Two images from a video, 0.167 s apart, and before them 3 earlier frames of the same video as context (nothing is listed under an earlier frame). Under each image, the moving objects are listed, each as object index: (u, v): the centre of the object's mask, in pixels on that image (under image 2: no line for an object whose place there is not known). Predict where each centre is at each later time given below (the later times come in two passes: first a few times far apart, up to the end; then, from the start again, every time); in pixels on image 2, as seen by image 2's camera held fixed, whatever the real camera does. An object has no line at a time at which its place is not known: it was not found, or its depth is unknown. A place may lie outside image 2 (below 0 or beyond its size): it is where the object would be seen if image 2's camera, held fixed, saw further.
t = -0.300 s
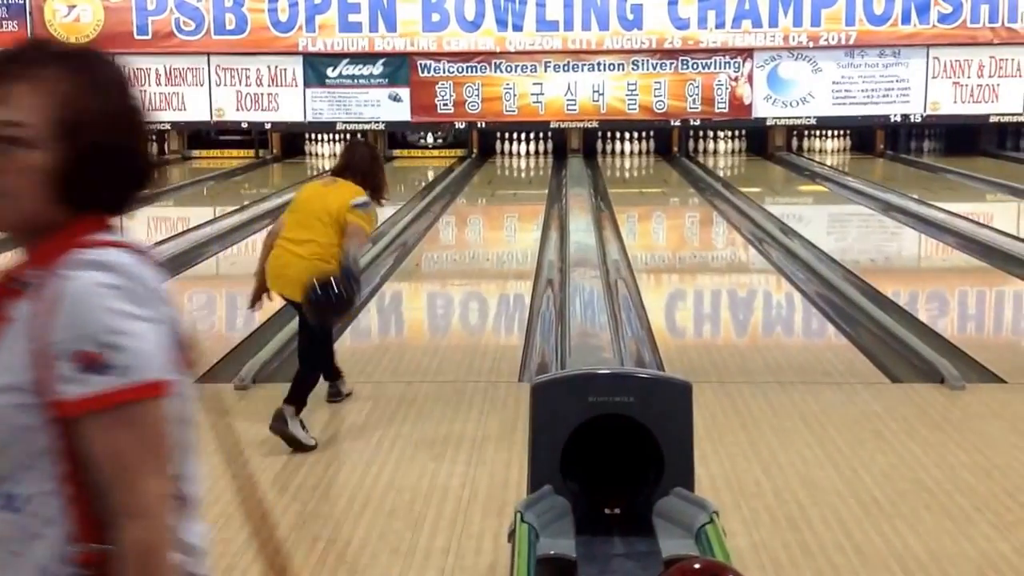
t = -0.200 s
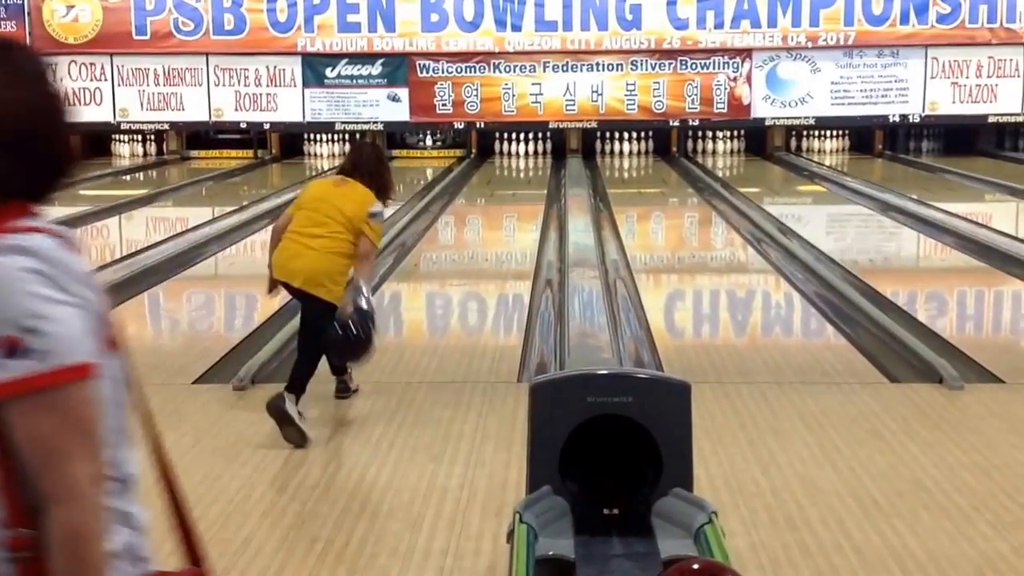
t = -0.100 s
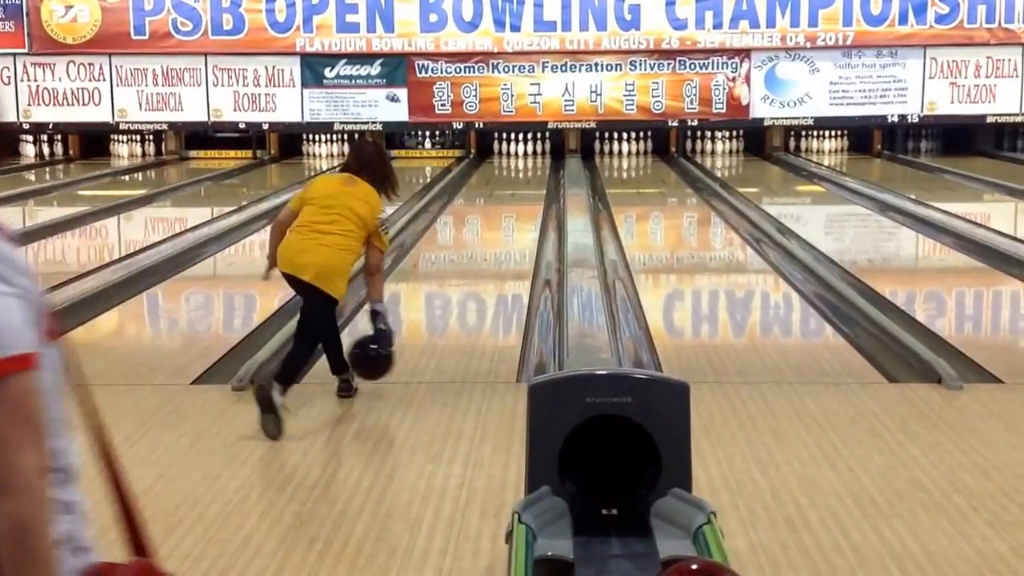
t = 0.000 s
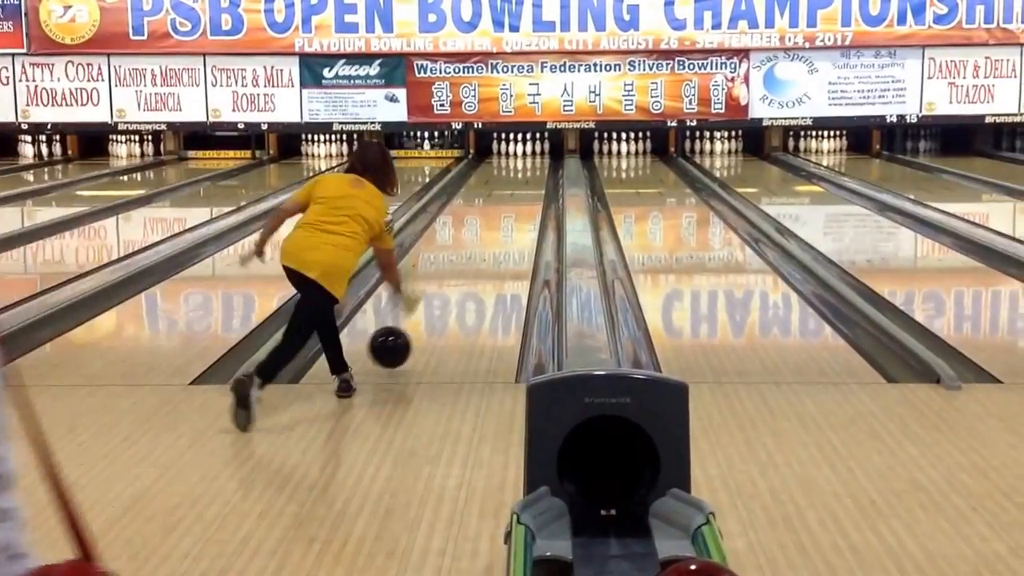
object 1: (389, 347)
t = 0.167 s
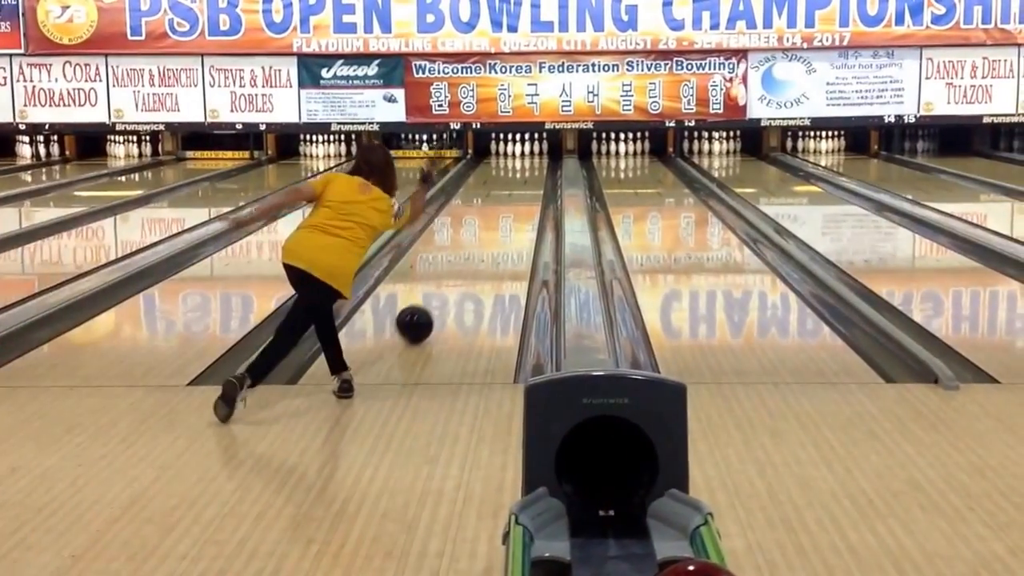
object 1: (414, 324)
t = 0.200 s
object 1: (419, 318)
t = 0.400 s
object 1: (442, 290)
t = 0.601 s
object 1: (460, 267)
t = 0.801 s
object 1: (474, 250)
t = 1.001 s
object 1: (486, 234)
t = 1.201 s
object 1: (496, 221)
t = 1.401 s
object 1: (504, 210)
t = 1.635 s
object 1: (512, 199)
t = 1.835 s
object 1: (517, 192)
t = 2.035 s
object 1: (521, 185)
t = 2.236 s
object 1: (524, 178)
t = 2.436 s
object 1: (526, 173)
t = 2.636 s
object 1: (526, 169)
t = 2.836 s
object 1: (526, 165)
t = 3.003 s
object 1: (524, 162)
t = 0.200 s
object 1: (419, 318)
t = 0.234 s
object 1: (423, 313)
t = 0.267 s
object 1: (427, 308)
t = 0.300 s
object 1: (431, 303)
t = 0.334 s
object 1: (435, 299)
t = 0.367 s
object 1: (438, 294)
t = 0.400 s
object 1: (442, 290)
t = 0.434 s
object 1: (445, 286)
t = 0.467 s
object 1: (448, 282)
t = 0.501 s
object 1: (451, 278)
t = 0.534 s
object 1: (454, 274)
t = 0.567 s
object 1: (457, 271)
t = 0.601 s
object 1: (460, 267)
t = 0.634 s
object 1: (461, 264)
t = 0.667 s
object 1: (465, 261)
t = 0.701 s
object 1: (467, 258)
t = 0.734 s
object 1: (470, 255)
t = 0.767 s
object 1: (472, 252)
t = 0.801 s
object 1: (474, 250)
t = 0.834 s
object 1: (476, 247)
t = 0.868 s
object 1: (478, 244)
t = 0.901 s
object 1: (481, 242)
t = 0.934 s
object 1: (483, 239)
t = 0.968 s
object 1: (484, 237)
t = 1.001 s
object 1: (486, 234)
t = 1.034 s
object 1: (488, 232)
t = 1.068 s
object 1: (490, 230)
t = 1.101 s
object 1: (491, 228)
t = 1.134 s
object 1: (493, 225)
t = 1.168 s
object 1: (494, 223)
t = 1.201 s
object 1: (496, 221)
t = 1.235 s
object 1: (497, 220)
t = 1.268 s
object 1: (499, 217)
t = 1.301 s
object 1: (500, 215)
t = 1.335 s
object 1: (501, 214)
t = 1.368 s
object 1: (503, 212)
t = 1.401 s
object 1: (504, 210)
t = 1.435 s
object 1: (505, 208)
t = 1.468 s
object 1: (507, 207)
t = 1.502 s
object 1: (508, 205)
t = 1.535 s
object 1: (509, 204)
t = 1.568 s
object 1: (510, 202)
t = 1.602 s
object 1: (511, 201)
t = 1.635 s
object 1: (512, 199)
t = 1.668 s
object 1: (513, 198)
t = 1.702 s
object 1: (514, 197)
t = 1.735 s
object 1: (515, 195)
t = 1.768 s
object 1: (515, 194)
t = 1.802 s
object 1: (516, 193)
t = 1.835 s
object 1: (517, 192)
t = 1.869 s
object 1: (518, 191)
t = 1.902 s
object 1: (519, 189)
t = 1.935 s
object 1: (519, 188)
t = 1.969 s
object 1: (520, 187)
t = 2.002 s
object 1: (521, 186)
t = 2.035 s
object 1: (521, 185)
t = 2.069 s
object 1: (522, 184)
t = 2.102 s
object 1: (523, 183)
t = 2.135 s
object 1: (523, 182)
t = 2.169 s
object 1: (524, 181)
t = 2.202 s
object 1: (524, 179)
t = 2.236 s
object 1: (524, 178)
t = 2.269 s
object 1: (525, 177)
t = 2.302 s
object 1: (525, 177)
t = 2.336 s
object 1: (525, 176)
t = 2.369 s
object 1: (526, 175)
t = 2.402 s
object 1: (526, 174)
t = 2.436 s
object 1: (526, 173)
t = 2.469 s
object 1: (526, 172)
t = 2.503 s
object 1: (526, 172)
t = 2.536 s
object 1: (526, 171)
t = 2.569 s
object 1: (526, 170)
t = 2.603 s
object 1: (527, 169)
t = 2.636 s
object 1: (526, 169)
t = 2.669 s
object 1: (526, 168)
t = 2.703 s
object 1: (526, 167)
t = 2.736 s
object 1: (526, 167)
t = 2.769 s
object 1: (526, 166)
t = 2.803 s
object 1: (526, 165)
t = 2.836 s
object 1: (526, 165)
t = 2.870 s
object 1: (526, 164)
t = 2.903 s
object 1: (525, 164)
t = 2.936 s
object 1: (525, 163)
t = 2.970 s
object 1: (525, 162)
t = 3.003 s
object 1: (524, 162)
